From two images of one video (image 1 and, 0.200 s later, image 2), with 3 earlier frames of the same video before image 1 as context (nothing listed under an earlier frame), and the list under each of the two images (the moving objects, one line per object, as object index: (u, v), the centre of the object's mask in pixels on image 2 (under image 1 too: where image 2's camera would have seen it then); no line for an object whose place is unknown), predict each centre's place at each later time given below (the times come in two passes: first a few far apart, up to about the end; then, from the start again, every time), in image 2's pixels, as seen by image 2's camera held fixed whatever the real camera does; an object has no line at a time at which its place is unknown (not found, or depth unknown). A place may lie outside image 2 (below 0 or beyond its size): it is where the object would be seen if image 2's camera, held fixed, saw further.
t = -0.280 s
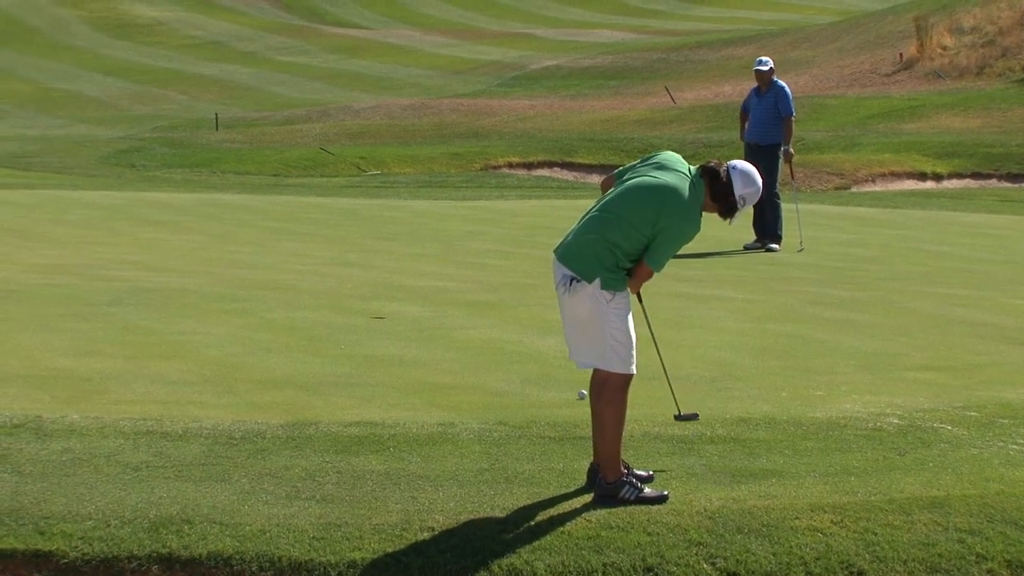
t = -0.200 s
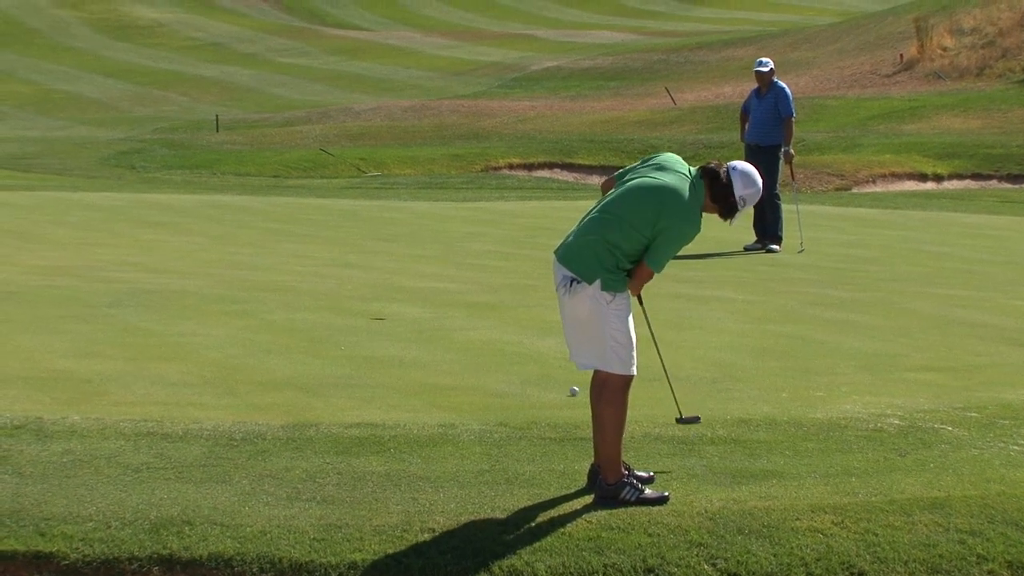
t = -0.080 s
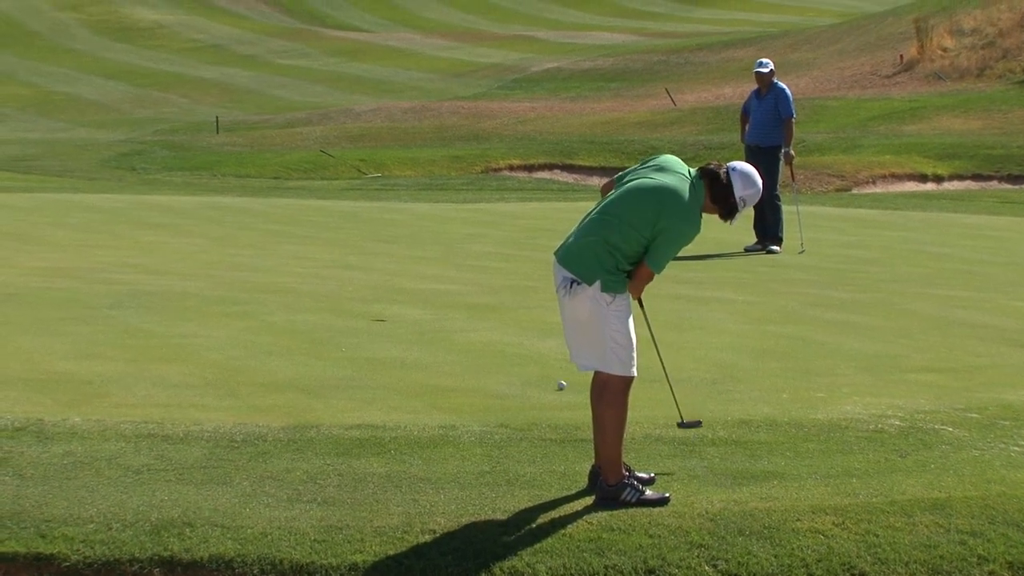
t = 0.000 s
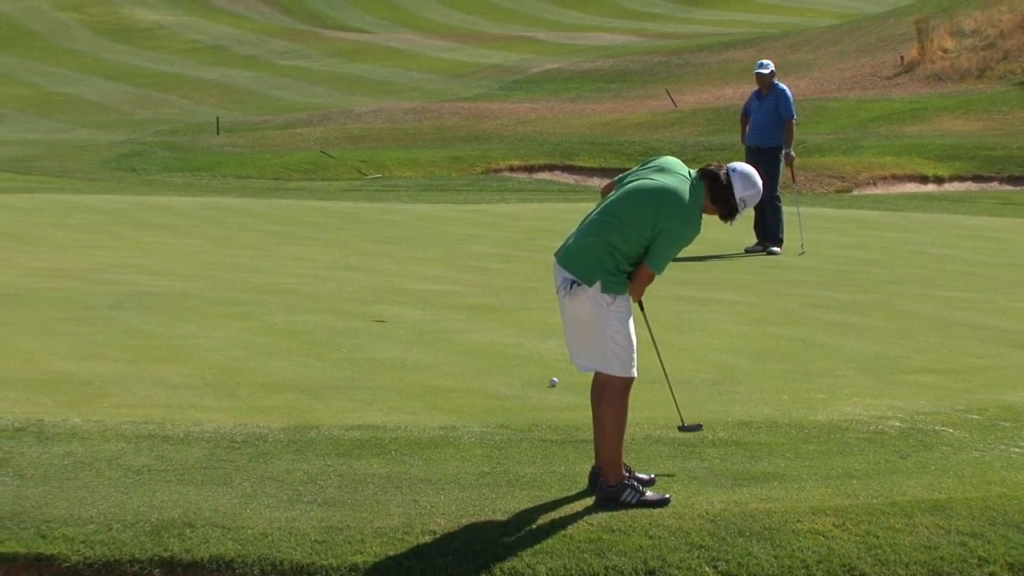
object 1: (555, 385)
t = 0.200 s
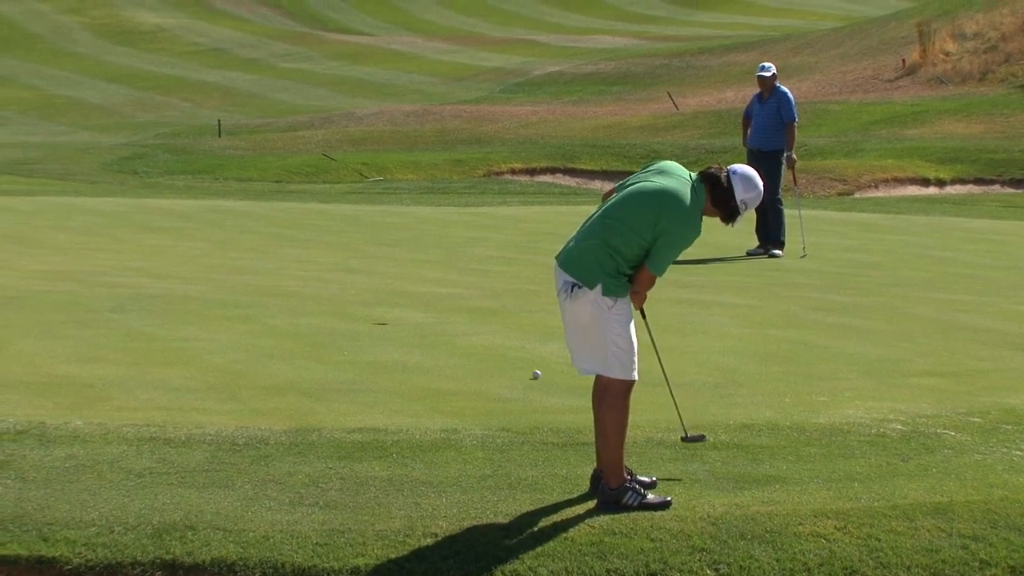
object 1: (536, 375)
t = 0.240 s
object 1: (533, 373)
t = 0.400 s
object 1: (518, 366)
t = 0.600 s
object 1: (502, 358)
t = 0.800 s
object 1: (487, 352)
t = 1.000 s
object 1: (473, 347)
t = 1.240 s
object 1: (459, 341)
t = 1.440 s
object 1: (448, 337)
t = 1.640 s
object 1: (439, 333)
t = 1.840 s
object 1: (432, 331)
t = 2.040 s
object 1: (426, 329)
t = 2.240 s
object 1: (420, 327)
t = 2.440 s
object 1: (415, 326)
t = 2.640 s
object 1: (411, 324)
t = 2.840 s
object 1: (408, 324)
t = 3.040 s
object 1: (405, 323)
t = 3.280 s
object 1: (404, 322)
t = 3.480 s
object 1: (404, 323)
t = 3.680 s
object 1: (404, 323)
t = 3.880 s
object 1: (404, 323)
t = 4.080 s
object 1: (404, 322)
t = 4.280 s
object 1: (404, 323)
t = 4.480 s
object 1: (404, 322)
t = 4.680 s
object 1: (404, 322)
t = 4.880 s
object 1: (404, 322)
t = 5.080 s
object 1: (404, 322)
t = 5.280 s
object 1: (404, 322)
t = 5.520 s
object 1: (404, 323)
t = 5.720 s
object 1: (404, 323)
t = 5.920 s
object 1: (405, 323)
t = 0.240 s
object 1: (533, 373)
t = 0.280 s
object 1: (529, 371)
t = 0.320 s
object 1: (525, 369)
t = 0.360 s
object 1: (522, 367)
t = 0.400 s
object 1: (518, 366)
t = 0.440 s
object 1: (515, 364)
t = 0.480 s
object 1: (511, 363)
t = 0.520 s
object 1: (508, 361)
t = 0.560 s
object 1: (505, 360)
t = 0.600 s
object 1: (502, 358)
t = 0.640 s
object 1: (498, 357)
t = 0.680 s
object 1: (496, 356)
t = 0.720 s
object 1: (492, 354)
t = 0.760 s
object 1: (489, 353)
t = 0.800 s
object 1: (487, 352)
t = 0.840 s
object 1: (484, 351)
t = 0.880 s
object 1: (481, 350)
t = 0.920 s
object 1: (478, 349)
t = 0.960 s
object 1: (476, 348)
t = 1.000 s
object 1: (473, 347)
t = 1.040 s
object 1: (471, 346)
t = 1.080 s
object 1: (468, 345)
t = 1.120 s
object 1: (466, 344)
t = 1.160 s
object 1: (464, 343)
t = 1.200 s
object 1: (461, 342)
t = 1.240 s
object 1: (459, 341)
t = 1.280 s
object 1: (457, 340)
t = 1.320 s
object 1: (455, 339)
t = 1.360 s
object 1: (452, 339)
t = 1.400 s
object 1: (450, 338)
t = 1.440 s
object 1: (448, 337)
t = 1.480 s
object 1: (446, 336)
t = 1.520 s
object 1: (444, 336)
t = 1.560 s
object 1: (442, 335)
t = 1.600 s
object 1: (441, 334)
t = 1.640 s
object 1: (439, 333)
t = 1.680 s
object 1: (437, 333)
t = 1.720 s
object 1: (436, 332)
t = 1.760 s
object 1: (434, 332)
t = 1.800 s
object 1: (433, 331)
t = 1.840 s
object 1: (432, 331)
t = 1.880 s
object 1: (431, 330)
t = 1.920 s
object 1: (429, 330)
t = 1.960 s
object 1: (428, 329)
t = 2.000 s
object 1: (426, 329)
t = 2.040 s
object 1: (426, 329)
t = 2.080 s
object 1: (424, 328)
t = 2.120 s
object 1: (423, 328)
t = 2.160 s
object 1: (422, 328)
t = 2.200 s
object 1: (421, 327)
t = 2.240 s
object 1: (420, 327)
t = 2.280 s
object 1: (419, 327)
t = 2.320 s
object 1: (418, 326)
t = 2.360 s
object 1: (417, 326)
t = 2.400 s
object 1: (416, 326)
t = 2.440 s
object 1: (415, 326)
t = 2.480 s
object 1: (414, 325)
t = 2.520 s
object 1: (413, 325)
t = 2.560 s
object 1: (412, 325)
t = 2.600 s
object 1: (412, 324)
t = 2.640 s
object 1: (411, 324)
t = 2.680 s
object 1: (410, 324)
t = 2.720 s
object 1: (410, 324)
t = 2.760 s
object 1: (409, 324)
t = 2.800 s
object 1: (408, 324)
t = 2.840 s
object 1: (408, 324)
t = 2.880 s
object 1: (407, 323)
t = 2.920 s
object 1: (406, 323)
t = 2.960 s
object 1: (406, 323)
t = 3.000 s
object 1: (405, 323)
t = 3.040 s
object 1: (405, 323)
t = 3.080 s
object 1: (405, 323)
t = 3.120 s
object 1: (405, 323)
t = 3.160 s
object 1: (404, 323)
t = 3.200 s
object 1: (404, 323)
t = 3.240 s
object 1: (404, 323)
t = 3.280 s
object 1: (404, 322)
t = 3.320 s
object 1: (404, 323)
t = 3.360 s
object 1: (404, 323)
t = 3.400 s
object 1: (404, 323)
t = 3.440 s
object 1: (404, 323)
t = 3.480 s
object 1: (404, 323)
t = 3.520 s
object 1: (404, 323)
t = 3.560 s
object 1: (404, 323)
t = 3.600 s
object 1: (404, 323)
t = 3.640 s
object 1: (404, 323)
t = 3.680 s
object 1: (404, 323)
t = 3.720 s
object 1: (404, 323)
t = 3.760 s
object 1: (404, 323)
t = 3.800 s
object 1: (404, 323)
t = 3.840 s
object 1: (404, 323)
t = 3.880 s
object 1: (404, 323)
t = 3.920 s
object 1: (404, 322)
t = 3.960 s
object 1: (404, 323)
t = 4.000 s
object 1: (404, 323)
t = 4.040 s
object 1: (404, 322)
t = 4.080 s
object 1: (404, 322)
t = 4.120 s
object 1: (404, 323)
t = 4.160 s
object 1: (404, 322)
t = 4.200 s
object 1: (404, 323)
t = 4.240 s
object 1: (404, 323)
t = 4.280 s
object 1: (404, 323)
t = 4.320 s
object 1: (404, 322)
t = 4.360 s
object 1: (404, 322)
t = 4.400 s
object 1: (404, 323)
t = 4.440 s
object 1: (404, 322)
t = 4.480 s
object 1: (404, 322)
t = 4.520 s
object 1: (404, 322)
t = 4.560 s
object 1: (404, 322)
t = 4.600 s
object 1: (404, 322)
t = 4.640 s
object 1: (404, 322)
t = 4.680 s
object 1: (404, 322)
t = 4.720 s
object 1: (404, 322)
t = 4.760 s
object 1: (404, 322)
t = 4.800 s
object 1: (404, 322)
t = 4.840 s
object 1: (404, 322)
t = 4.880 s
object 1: (404, 322)
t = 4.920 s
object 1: (404, 322)
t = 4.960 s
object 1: (404, 323)
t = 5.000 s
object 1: (404, 323)
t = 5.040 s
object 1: (404, 322)
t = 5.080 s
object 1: (404, 322)
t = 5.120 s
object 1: (404, 322)
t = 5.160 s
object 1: (404, 322)
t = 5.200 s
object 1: (404, 322)
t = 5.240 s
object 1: (404, 322)
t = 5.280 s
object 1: (404, 322)
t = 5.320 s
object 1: (404, 322)
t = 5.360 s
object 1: (404, 322)
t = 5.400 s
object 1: (404, 322)
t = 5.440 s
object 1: (404, 322)
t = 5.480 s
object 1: (404, 322)
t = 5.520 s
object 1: (404, 323)
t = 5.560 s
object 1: (404, 322)
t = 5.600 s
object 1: (404, 322)
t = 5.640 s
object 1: (404, 323)
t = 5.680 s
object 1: (404, 322)
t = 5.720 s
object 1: (404, 323)
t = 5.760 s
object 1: (405, 323)
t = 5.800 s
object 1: (404, 323)
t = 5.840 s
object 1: (405, 323)
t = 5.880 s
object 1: (405, 323)
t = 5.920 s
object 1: (405, 323)
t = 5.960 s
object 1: (405, 323)
